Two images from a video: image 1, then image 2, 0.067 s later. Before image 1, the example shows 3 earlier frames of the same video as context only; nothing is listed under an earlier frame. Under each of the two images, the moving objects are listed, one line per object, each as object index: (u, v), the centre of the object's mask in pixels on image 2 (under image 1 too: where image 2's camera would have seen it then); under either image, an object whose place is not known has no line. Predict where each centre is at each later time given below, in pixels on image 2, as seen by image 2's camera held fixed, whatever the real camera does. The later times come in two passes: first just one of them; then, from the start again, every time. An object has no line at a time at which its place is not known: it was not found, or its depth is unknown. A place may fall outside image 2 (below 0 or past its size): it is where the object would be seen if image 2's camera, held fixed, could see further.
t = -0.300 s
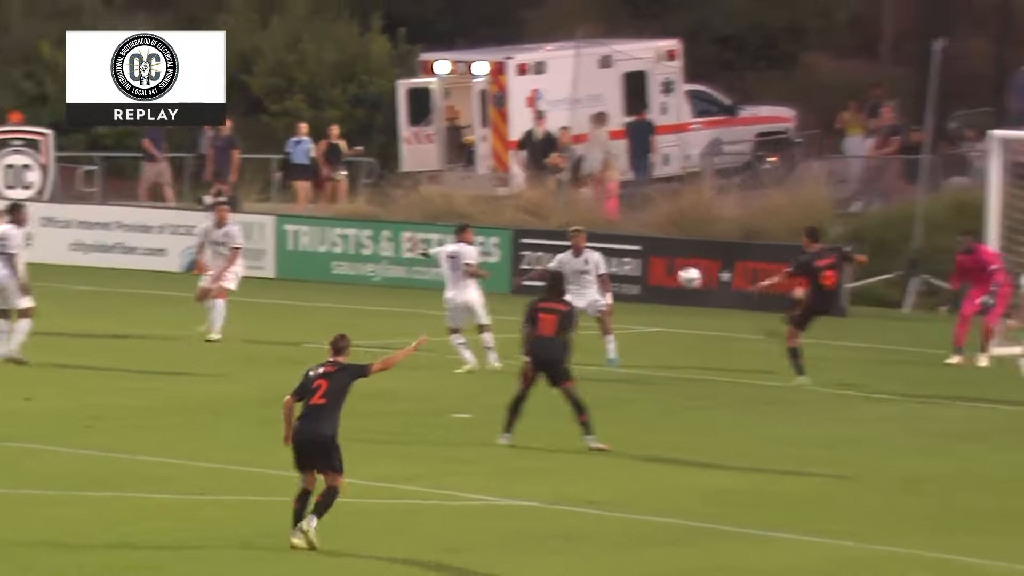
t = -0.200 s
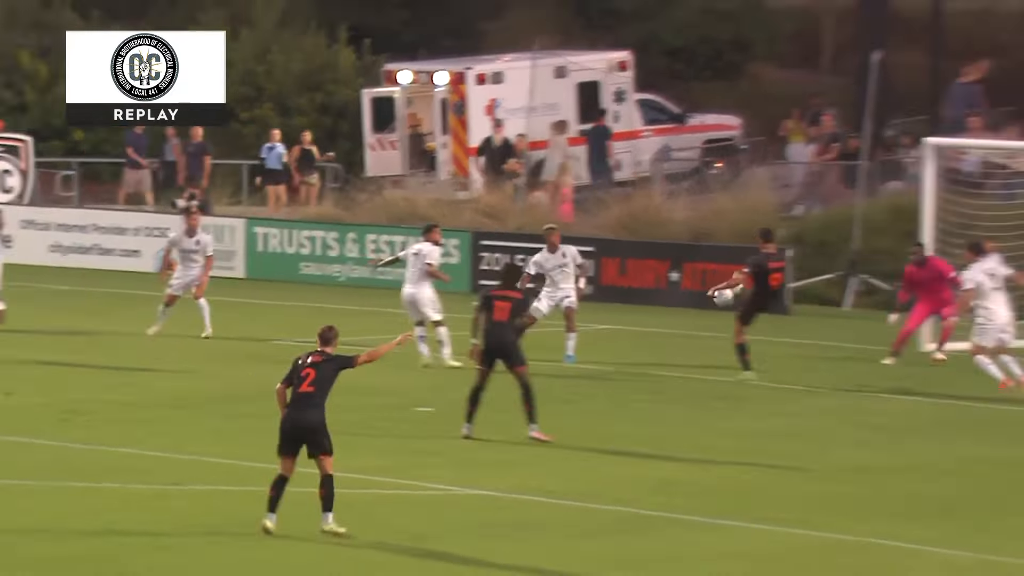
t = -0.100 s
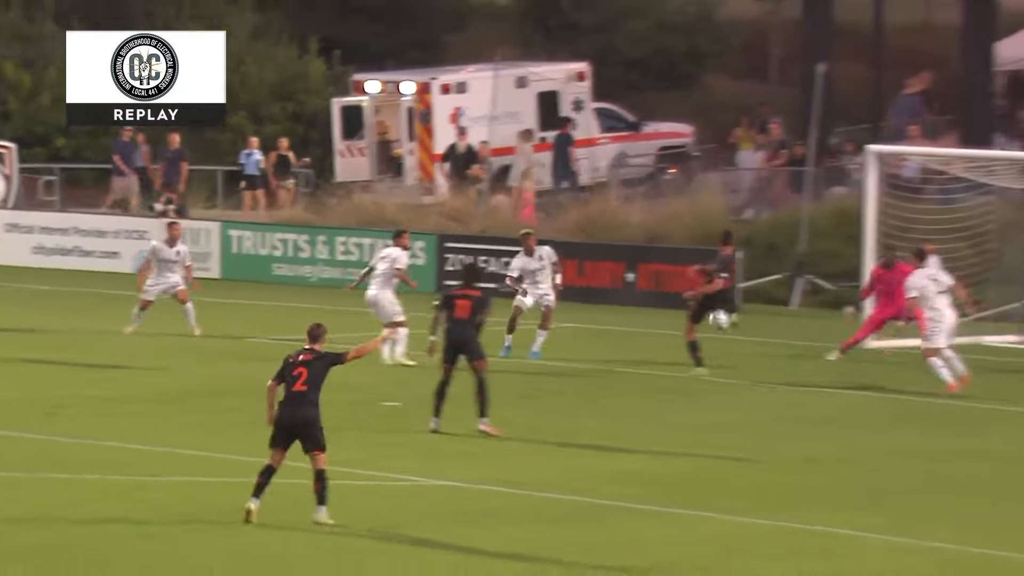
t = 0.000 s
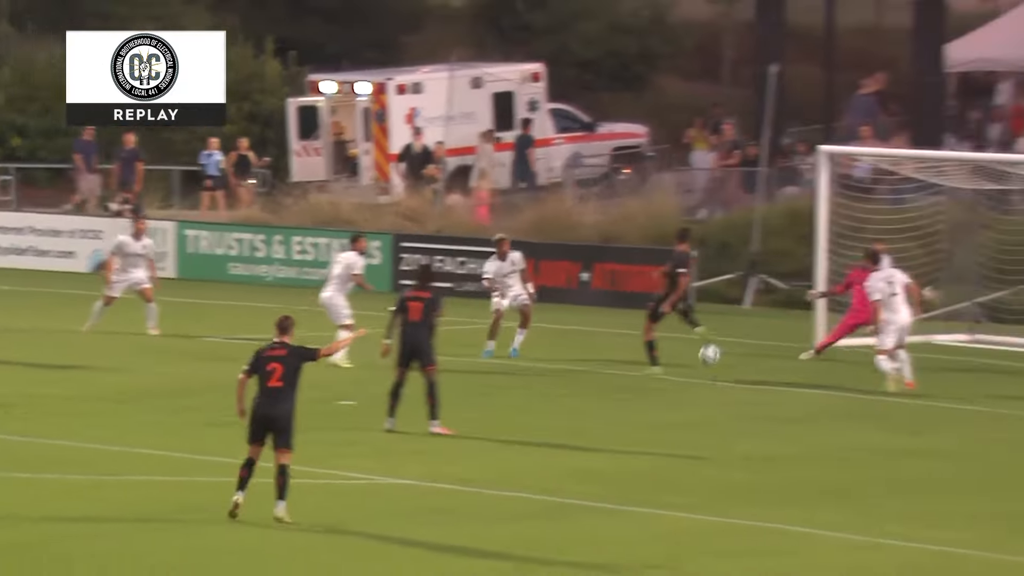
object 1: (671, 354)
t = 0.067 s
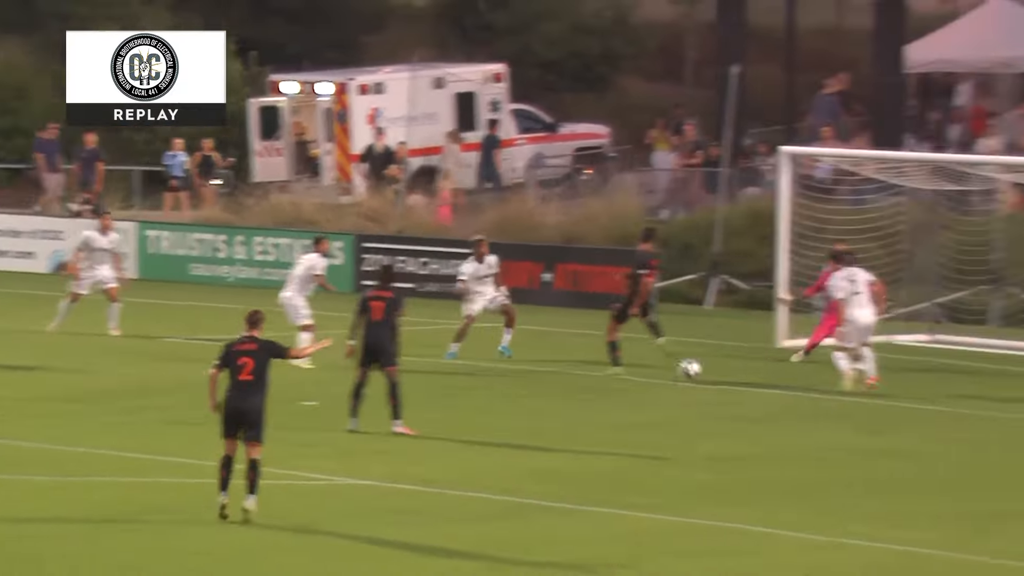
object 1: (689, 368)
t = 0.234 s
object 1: (724, 349)
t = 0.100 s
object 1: (697, 363)
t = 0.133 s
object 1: (705, 358)
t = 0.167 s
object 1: (710, 353)
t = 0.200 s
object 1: (718, 351)
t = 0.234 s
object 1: (724, 349)
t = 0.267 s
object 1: (730, 348)
